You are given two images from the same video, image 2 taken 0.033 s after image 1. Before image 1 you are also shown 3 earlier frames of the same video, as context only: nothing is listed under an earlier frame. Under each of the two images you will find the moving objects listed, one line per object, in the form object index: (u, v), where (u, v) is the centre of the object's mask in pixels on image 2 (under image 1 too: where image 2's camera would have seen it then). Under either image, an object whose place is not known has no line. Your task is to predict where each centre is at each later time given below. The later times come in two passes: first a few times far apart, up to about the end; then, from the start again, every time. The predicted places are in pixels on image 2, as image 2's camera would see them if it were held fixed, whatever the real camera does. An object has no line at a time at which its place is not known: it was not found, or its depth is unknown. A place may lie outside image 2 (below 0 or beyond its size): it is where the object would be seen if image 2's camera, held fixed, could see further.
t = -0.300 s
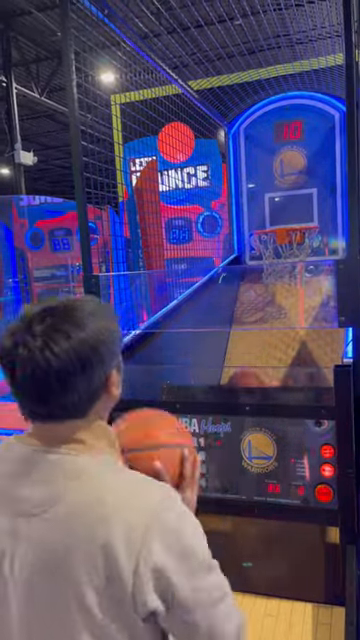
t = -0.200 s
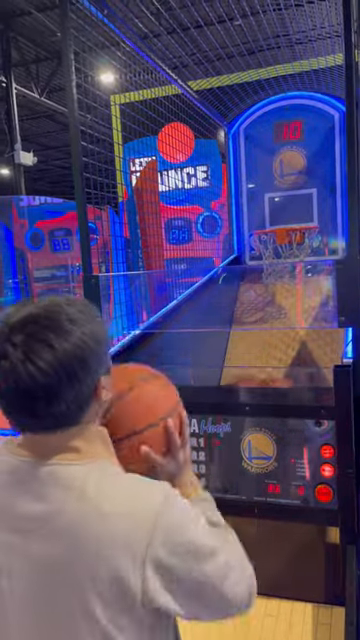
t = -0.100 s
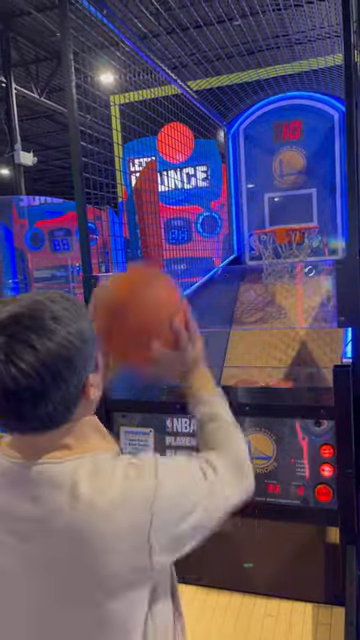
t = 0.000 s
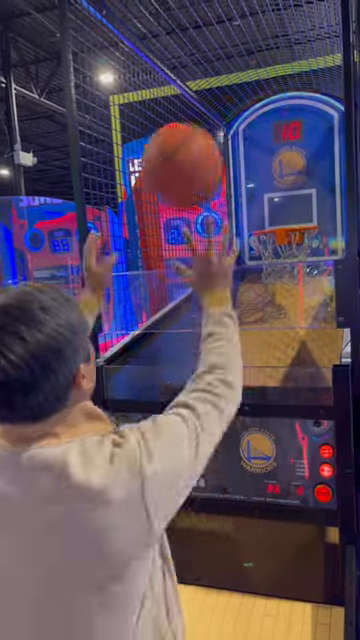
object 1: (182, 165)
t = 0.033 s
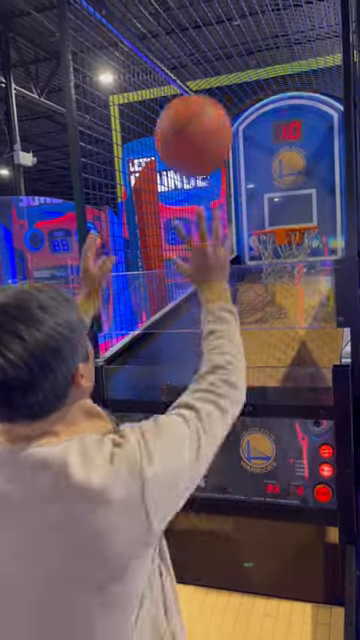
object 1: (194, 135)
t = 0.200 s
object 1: (239, 74)
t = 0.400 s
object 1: (275, 103)
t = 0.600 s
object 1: (300, 183)
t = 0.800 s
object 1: (262, 211)
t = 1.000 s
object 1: (241, 214)
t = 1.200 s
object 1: (238, 223)
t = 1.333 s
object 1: (228, 249)
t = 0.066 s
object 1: (205, 112)
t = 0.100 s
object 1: (215, 95)
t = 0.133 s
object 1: (224, 84)
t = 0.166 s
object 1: (232, 78)
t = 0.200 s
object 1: (239, 74)
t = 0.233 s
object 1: (247, 71)
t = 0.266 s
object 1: (253, 73)
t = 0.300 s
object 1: (260, 78)
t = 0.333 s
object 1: (265, 84)
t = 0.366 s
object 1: (270, 92)
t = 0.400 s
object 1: (275, 103)
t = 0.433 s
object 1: (277, 112)
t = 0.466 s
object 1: (284, 126)
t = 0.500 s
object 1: (288, 141)
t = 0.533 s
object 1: (290, 151)
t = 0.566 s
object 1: (293, 170)
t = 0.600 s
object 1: (300, 183)
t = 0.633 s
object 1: (302, 206)
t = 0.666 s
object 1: (300, 213)
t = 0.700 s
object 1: (291, 214)
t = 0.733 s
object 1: (283, 214)
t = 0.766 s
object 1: (271, 213)
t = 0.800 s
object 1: (262, 211)
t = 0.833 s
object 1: (252, 210)
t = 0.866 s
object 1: (242, 211)
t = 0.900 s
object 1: (234, 211)
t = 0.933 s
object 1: (234, 211)
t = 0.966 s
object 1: (237, 212)
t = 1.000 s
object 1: (241, 214)
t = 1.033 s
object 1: (242, 216)
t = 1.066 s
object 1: (242, 216)
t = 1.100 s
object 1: (241, 216)
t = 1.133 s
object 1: (241, 216)
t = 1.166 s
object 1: (240, 219)
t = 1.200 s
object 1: (238, 223)
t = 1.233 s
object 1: (236, 226)
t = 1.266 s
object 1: (233, 233)
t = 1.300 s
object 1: (231, 242)
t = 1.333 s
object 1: (228, 249)
